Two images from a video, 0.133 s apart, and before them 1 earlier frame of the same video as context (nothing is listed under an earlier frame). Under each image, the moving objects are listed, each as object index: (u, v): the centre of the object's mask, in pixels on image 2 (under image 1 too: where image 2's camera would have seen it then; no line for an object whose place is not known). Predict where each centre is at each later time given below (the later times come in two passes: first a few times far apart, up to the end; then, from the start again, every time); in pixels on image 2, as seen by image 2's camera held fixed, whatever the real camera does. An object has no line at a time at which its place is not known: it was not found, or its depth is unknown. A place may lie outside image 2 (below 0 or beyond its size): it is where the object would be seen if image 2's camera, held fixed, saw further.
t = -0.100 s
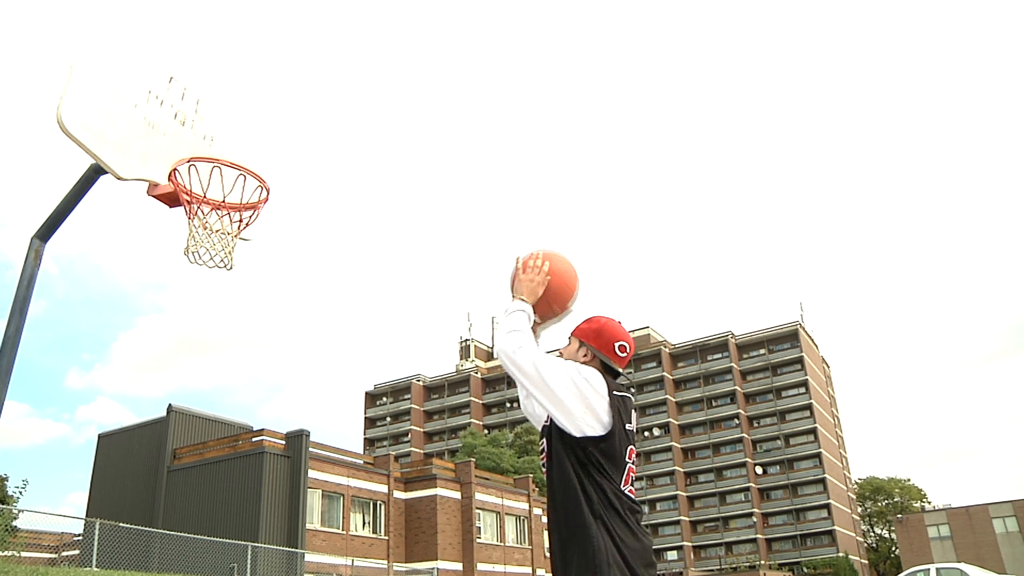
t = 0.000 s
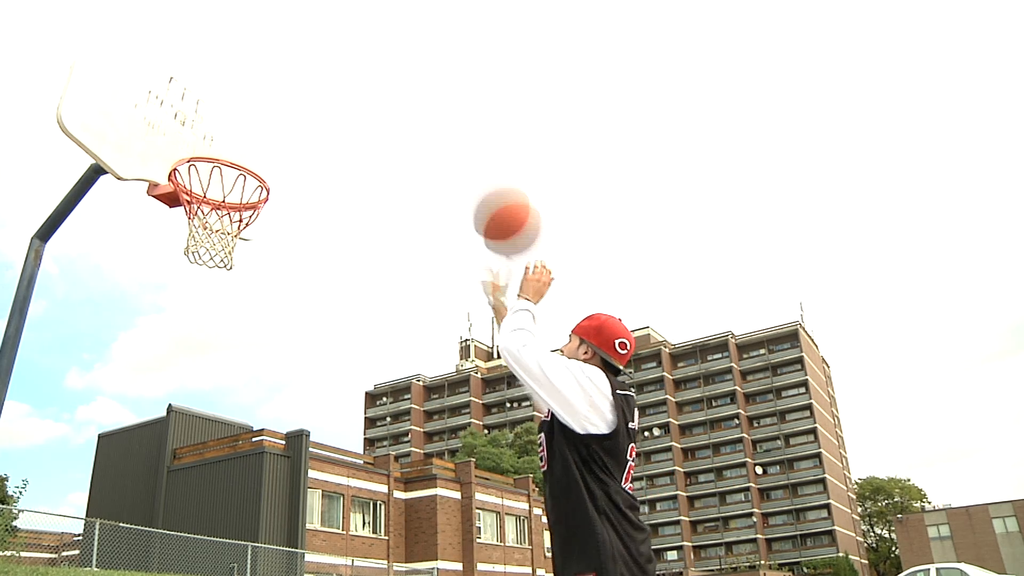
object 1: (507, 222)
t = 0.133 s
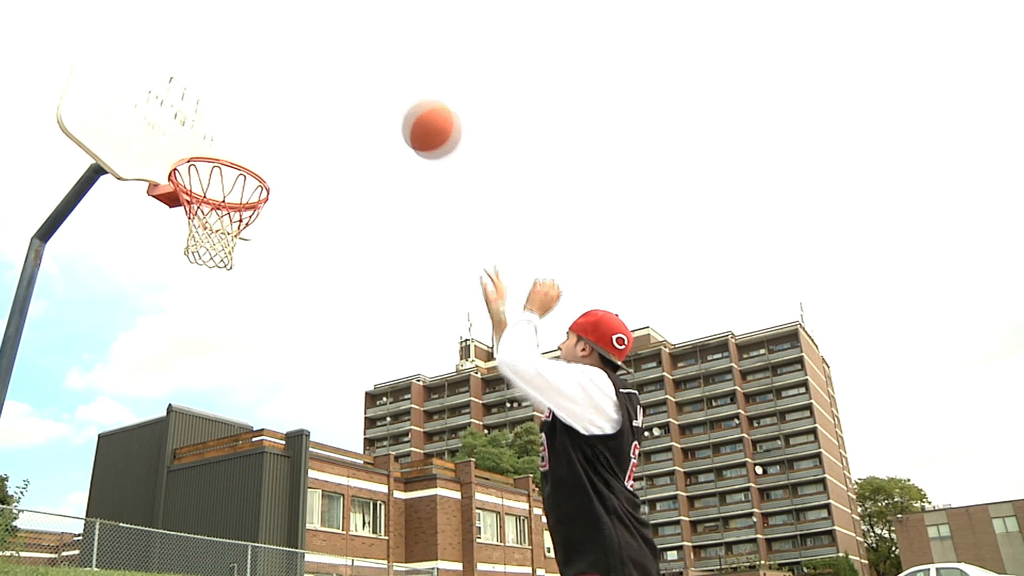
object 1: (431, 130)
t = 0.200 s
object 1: (400, 104)
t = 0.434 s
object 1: (305, 87)
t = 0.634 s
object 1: (234, 142)
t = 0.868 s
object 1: (236, 202)
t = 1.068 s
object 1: (220, 232)
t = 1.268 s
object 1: (192, 282)
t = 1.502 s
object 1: (157, 428)
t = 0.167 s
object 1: (415, 114)
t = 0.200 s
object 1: (400, 104)
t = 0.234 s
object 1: (385, 94)
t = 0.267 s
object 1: (371, 88)
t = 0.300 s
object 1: (357, 84)
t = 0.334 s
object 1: (344, 82)
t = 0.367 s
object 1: (331, 81)
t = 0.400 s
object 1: (318, 83)
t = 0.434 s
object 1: (305, 87)
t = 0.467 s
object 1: (293, 92)
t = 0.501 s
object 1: (281, 99)
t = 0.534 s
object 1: (269, 108)
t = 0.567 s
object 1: (257, 119)
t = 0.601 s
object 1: (245, 131)
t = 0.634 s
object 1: (234, 142)
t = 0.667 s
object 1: (222, 160)
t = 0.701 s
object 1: (210, 177)
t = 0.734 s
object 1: (210, 186)
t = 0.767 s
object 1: (218, 194)
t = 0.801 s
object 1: (226, 202)
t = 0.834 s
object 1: (233, 206)
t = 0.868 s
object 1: (236, 202)
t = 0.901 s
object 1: (236, 204)
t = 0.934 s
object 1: (235, 207)
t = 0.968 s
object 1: (232, 212)
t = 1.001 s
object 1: (231, 219)
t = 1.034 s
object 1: (225, 226)
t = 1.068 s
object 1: (220, 232)
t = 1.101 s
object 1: (214, 238)
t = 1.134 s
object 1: (209, 247)
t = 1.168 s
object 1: (203, 257)
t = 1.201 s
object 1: (200, 266)
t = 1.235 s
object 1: (196, 273)
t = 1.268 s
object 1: (192, 282)
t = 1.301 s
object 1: (188, 296)
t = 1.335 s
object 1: (184, 312)
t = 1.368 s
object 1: (179, 329)
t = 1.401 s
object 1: (174, 350)
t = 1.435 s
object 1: (169, 373)
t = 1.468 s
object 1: (163, 399)
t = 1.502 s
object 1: (157, 428)
